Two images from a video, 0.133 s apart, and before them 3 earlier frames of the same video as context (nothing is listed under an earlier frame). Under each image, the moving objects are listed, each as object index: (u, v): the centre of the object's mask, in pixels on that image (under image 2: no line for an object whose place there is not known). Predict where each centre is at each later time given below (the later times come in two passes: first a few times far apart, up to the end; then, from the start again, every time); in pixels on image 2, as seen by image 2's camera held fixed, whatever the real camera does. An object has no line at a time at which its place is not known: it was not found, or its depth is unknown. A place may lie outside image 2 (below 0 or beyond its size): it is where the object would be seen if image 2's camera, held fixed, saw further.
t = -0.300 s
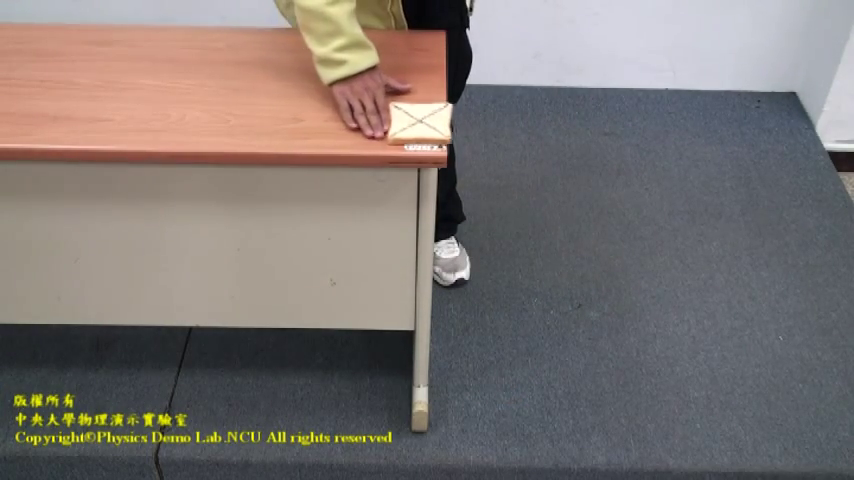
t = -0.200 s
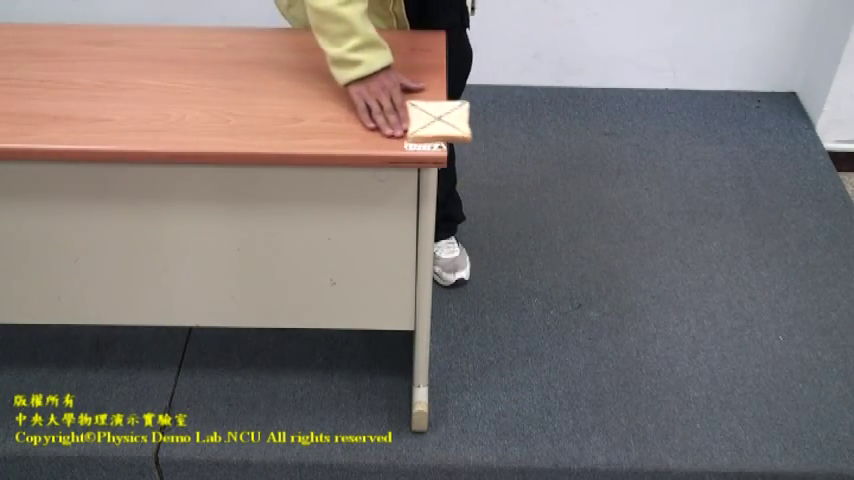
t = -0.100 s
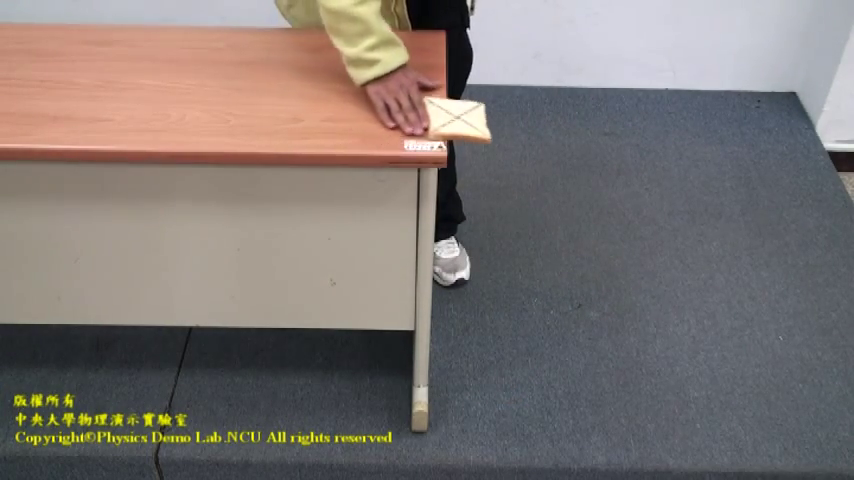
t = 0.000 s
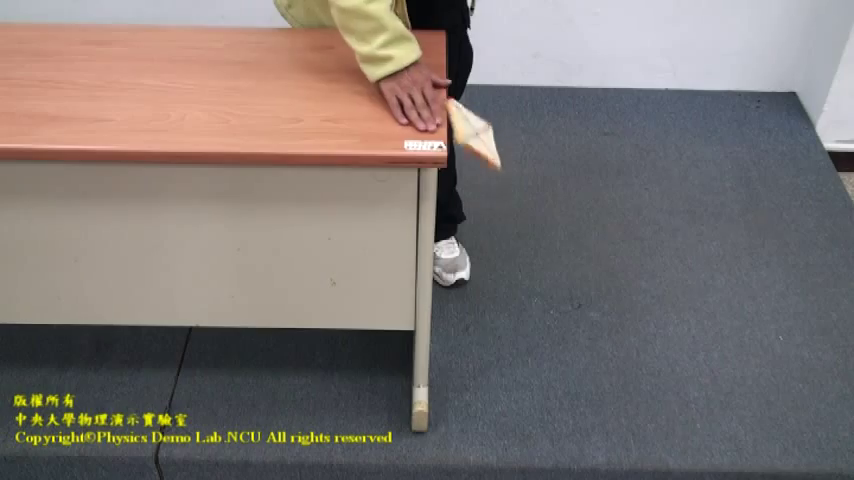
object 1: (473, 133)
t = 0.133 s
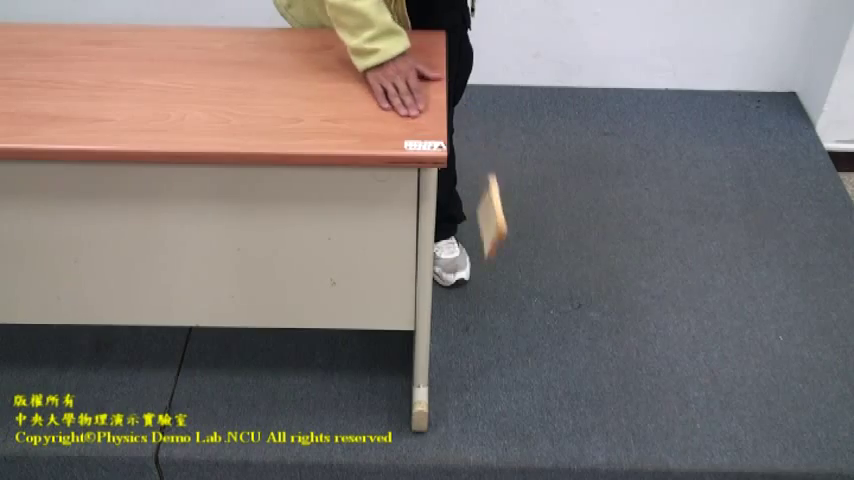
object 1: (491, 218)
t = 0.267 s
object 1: (492, 348)
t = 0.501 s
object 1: (490, 371)
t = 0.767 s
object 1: (490, 371)
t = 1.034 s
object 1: (490, 371)
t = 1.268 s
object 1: (490, 371)
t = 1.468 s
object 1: (490, 371)
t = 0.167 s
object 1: (493, 247)
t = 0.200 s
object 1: (494, 280)
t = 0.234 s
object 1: (493, 313)
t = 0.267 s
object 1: (492, 348)
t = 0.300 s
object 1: (489, 377)
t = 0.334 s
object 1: (489, 375)
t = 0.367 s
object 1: (490, 370)
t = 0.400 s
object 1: (490, 368)
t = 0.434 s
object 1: (490, 369)
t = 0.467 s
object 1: (490, 371)
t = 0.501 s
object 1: (490, 371)
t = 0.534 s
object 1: (490, 371)
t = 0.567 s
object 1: (490, 371)
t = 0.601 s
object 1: (490, 371)
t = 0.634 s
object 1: (490, 371)
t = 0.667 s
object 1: (490, 371)
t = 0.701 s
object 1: (490, 371)
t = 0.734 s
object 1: (490, 371)
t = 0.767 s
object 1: (490, 371)
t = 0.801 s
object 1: (490, 371)
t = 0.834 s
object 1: (490, 371)
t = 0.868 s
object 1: (490, 371)
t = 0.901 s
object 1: (490, 371)
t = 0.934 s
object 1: (490, 371)
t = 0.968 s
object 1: (490, 371)
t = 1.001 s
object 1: (490, 371)
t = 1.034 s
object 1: (490, 371)
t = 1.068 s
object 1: (490, 371)
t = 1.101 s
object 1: (490, 371)
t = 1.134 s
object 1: (490, 371)
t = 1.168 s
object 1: (490, 371)
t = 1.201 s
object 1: (490, 371)
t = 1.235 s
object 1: (490, 371)
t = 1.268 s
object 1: (490, 371)
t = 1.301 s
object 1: (490, 371)
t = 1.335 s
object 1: (490, 371)
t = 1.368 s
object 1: (490, 371)
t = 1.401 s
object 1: (490, 371)
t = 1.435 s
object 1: (490, 371)
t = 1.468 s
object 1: (490, 371)
